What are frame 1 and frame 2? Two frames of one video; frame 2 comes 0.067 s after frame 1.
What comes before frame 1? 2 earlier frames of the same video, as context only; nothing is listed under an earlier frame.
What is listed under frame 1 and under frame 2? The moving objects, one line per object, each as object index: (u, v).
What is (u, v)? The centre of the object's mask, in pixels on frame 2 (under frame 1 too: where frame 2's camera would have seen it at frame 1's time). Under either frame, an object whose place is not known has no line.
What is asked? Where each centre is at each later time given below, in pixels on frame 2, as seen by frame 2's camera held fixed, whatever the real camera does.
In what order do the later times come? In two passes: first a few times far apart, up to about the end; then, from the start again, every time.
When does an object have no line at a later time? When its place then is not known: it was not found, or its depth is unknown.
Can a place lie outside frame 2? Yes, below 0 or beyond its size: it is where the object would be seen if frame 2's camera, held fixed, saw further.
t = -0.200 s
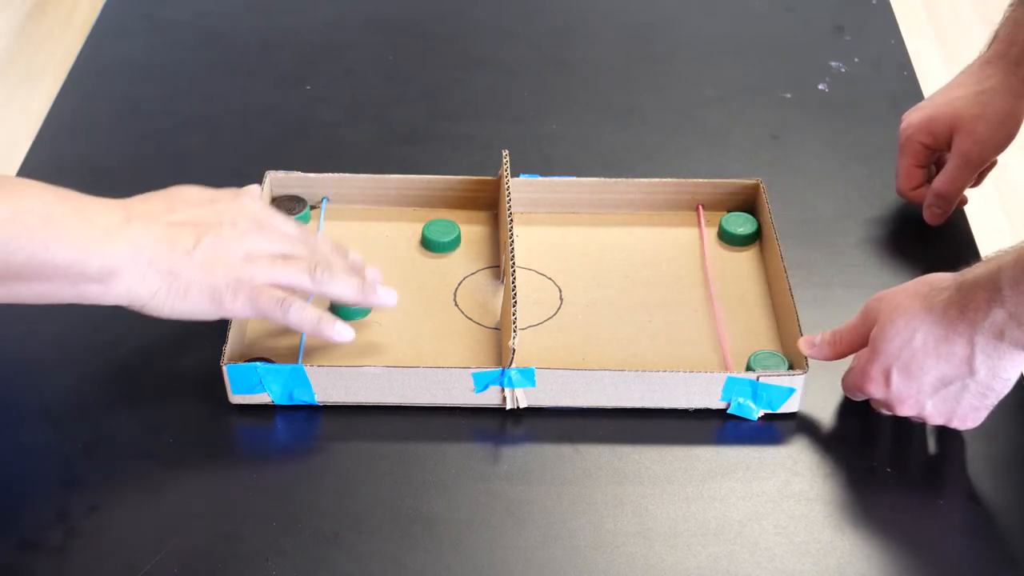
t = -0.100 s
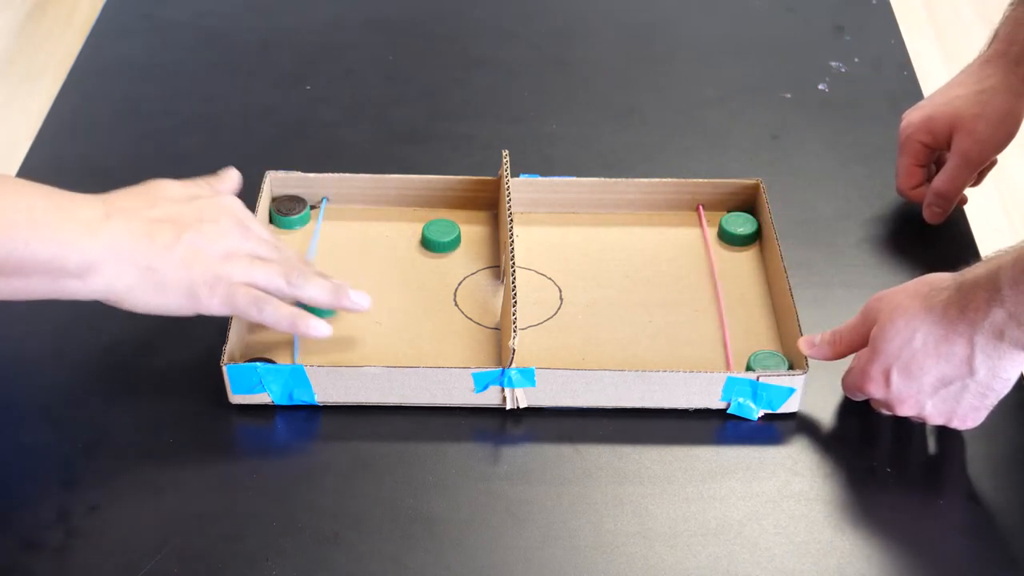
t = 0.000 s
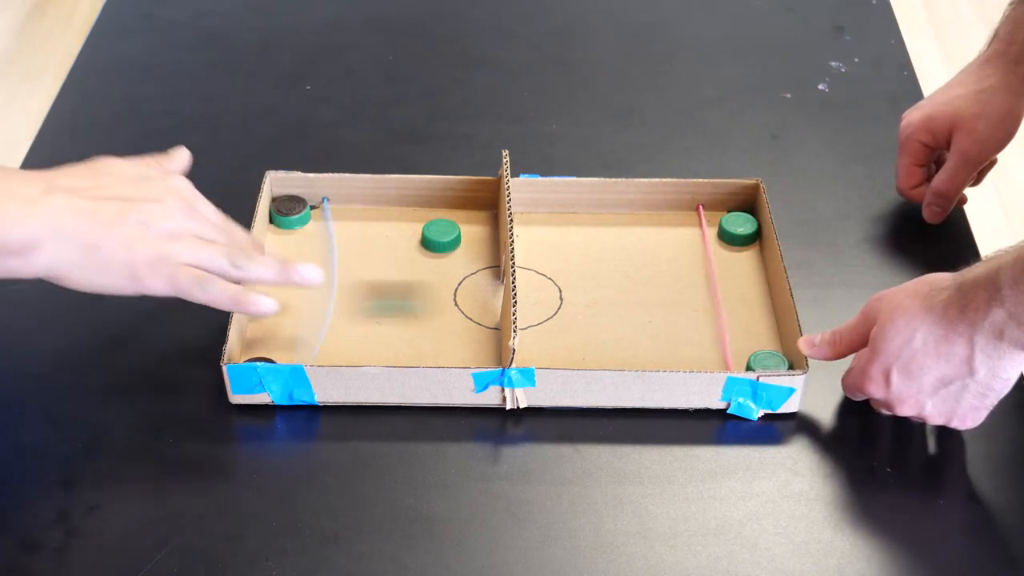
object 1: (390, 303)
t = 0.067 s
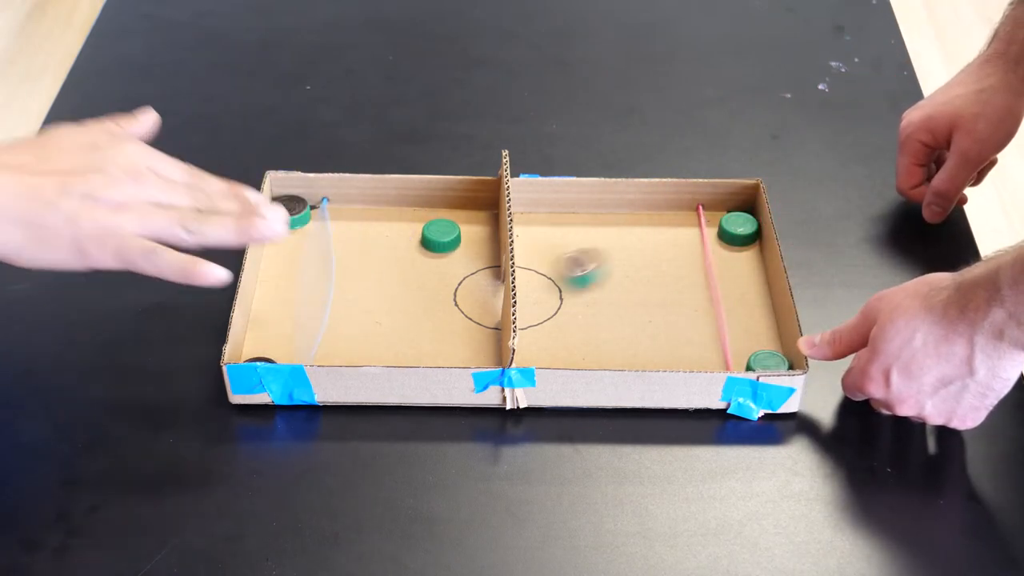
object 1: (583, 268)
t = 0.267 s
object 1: (585, 236)
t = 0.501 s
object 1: (547, 272)
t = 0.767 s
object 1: (556, 276)
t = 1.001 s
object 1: (556, 276)
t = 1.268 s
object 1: (556, 276)
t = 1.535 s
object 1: (556, 276)
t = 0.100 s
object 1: (639, 247)
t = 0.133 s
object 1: (690, 224)
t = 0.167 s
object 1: (666, 208)
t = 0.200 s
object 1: (641, 211)
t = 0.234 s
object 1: (609, 228)
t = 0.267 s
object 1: (585, 236)
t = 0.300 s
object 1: (559, 237)
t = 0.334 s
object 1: (537, 237)
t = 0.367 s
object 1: (530, 241)
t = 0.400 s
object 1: (531, 249)
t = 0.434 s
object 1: (534, 261)
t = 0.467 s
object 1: (540, 267)
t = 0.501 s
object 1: (547, 272)
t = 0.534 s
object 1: (551, 274)
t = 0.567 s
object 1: (553, 275)
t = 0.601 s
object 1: (555, 276)
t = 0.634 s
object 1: (556, 276)
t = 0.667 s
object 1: (556, 276)
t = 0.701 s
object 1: (556, 276)
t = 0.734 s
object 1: (556, 276)
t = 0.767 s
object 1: (556, 276)
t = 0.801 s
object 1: (556, 276)
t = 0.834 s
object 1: (556, 276)
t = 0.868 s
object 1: (556, 276)
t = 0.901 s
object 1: (556, 276)
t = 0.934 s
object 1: (556, 276)
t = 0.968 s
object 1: (556, 276)
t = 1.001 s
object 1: (556, 276)
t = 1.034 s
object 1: (556, 276)
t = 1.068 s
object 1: (556, 276)
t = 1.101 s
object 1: (556, 276)
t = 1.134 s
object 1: (556, 276)
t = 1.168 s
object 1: (556, 276)
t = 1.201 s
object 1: (556, 276)
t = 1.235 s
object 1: (556, 276)
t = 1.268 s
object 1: (556, 276)
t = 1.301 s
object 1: (556, 276)
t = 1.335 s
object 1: (556, 276)
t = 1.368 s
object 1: (556, 276)
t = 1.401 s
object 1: (556, 276)
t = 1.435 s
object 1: (556, 276)
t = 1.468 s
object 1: (556, 276)
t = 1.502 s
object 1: (556, 276)
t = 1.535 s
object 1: (556, 276)
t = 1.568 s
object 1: (556, 276)
